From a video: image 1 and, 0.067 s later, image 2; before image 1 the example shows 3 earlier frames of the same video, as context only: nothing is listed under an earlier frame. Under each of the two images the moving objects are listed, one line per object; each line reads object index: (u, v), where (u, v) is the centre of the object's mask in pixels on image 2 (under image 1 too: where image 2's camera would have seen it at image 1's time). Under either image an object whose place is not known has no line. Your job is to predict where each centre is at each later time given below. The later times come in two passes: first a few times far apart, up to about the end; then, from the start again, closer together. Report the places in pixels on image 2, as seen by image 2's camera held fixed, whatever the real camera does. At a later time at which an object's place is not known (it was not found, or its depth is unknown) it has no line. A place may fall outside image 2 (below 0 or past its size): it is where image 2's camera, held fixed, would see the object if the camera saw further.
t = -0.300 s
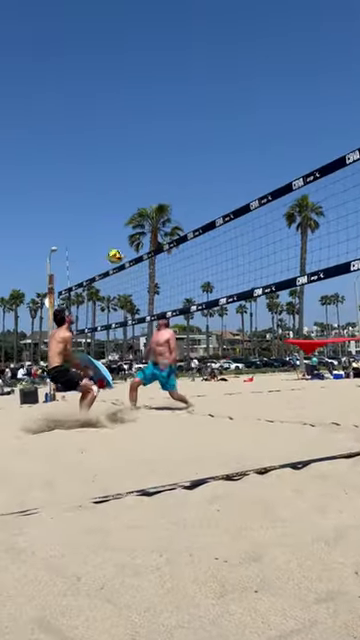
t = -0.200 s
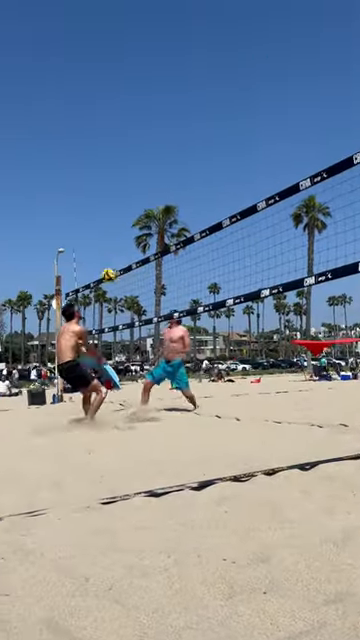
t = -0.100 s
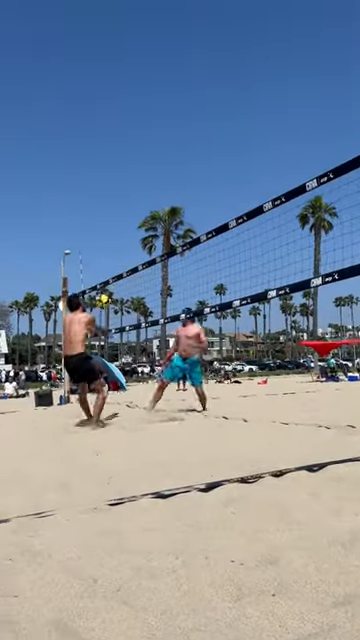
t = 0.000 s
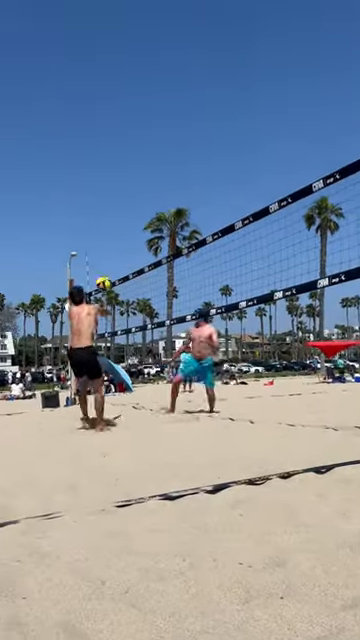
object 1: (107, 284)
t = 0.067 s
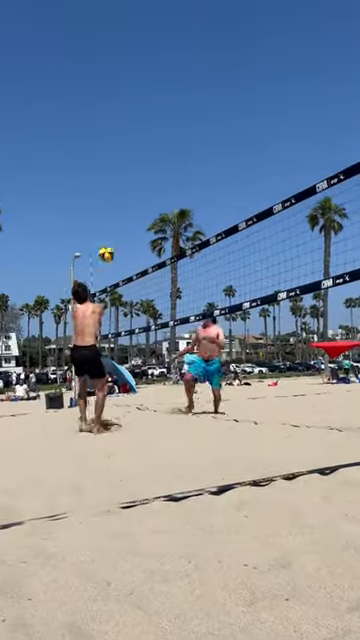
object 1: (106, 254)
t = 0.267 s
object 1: (104, 181)
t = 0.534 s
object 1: (103, 131)
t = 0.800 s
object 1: (105, 126)
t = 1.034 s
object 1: (106, 157)
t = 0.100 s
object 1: (106, 240)
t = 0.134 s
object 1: (105, 226)
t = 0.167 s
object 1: (105, 214)
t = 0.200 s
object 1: (105, 202)
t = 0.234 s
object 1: (104, 192)
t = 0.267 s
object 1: (104, 181)
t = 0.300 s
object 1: (104, 172)
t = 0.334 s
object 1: (103, 164)
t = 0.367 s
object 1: (103, 156)
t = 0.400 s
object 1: (103, 150)
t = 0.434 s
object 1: (103, 144)
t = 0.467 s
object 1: (103, 138)
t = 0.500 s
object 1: (103, 134)
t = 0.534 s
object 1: (103, 131)
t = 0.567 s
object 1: (103, 128)
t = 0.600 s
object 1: (103, 126)
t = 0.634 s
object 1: (104, 124)
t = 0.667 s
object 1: (104, 123)
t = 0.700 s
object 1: (104, 124)
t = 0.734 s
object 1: (105, 124)
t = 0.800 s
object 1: (105, 126)
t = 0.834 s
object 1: (106, 128)
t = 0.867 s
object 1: (105, 131)
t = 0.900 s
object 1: (106, 135)
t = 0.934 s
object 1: (106, 140)
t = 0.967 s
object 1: (107, 145)
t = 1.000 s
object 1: (107, 151)
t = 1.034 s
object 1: (106, 157)
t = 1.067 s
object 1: (108, 166)
